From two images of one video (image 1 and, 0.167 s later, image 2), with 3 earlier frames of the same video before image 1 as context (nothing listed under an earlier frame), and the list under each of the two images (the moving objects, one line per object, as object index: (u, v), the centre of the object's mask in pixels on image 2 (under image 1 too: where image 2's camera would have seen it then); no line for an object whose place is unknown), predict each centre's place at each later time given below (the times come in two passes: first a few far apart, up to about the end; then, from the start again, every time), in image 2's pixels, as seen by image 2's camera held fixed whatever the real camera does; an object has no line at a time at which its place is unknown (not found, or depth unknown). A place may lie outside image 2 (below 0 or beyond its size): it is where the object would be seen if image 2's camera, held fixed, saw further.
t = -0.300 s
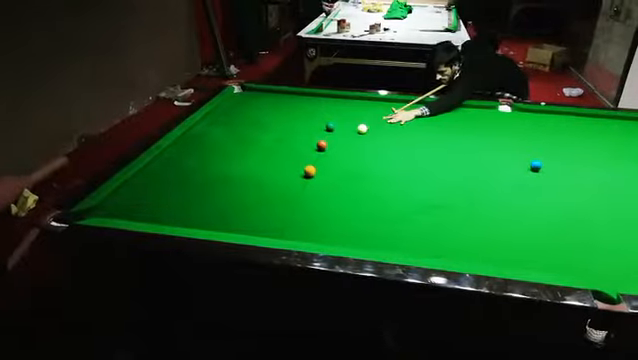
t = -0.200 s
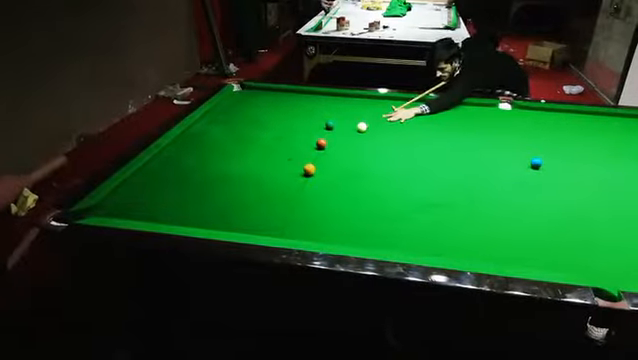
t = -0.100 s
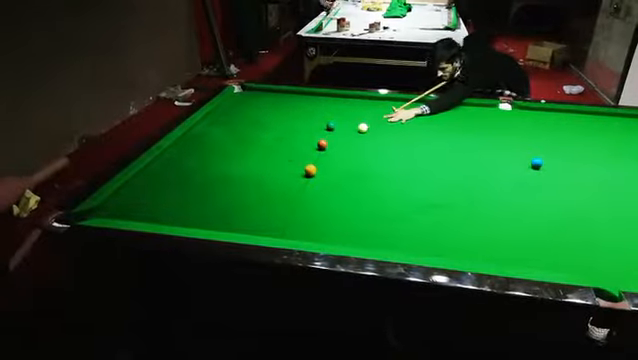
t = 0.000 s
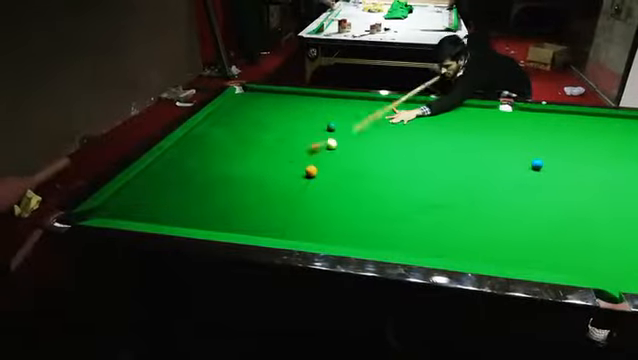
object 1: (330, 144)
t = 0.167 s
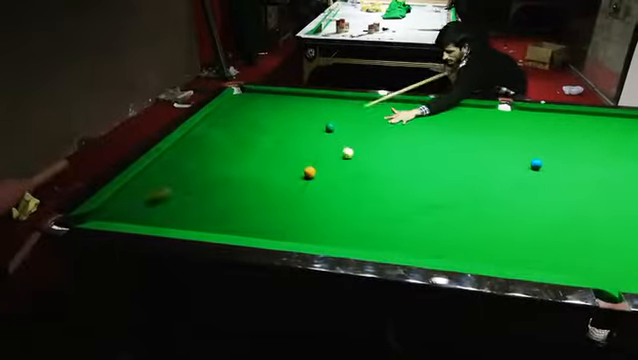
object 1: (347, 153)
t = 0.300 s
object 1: (367, 156)
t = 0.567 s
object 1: (417, 153)
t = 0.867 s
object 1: (473, 144)
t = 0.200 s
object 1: (352, 154)
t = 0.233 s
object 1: (357, 155)
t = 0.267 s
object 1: (362, 155)
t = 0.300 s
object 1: (367, 156)
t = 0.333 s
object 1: (372, 156)
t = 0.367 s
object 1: (378, 156)
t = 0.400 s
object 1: (384, 156)
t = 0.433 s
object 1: (390, 156)
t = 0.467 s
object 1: (397, 155)
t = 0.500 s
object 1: (404, 155)
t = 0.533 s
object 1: (410, 154)
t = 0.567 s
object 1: (417, 153)
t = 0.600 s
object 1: (423, 151)
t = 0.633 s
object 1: (429, 151)
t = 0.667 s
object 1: (436, 149)
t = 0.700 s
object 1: (442, 149)
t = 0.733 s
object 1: (449, 148)
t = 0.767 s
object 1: (455, 147)
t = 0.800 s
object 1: (461, 146)
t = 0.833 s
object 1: (467, 145)
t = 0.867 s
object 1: (473, 144)
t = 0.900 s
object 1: (479, 143)
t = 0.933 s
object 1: (485, 142)
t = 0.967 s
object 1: (491, 141)
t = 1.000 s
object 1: (496, 141)
